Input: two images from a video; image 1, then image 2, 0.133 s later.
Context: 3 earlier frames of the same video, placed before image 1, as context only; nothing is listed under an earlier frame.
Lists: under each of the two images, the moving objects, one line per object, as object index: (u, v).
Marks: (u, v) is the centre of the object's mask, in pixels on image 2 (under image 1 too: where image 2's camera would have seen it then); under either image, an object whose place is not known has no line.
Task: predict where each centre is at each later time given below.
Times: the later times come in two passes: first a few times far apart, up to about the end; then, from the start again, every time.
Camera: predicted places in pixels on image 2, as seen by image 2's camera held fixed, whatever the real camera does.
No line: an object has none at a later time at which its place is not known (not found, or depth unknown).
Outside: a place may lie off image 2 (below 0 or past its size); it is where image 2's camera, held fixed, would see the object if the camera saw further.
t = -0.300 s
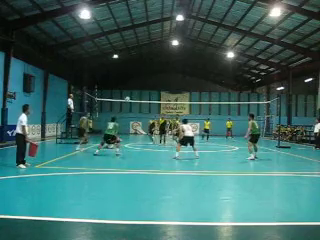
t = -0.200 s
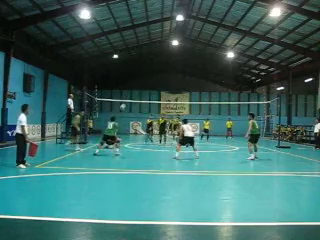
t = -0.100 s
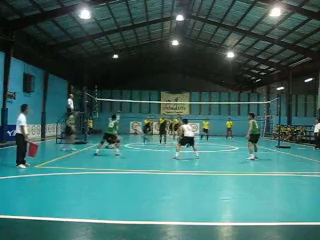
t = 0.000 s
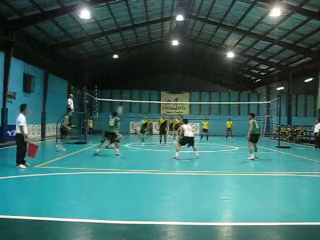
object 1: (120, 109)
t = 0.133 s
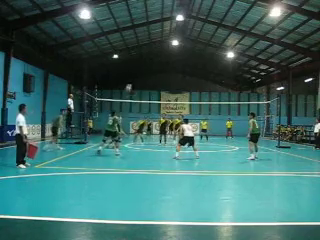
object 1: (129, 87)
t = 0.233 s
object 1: (135, 73)
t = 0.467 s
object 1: (148, 53)
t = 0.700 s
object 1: (159, 47)
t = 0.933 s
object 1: (169, 51)
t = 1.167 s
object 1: (178, 66)
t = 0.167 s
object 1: (131, 82)
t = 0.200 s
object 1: (133, 78)
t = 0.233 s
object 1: (135, 73)
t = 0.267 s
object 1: (136, 70)
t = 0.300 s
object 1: (139, 67)
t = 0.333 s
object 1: (140, 64)
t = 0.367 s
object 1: (142, 60)
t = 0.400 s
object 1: (144, 58)
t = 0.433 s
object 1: (146, 56)
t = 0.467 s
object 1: (148, 53)
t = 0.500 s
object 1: (149, 52)
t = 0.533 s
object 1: (151, 51)
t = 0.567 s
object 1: (153, 49)
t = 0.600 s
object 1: (154, 48)
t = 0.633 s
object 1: (156, 48)
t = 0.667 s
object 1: (157, 47)
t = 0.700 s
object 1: (159, 47)
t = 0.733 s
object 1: (160, 47)
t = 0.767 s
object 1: (162, 47)
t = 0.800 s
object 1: (163, 47)
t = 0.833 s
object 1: (165, 48)
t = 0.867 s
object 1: (166, 49)
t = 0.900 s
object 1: (168, 50)
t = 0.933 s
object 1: (169, 51)
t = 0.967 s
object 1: (170, 52)
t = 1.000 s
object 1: (172, 54)
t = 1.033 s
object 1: (173, 56)
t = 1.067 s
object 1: (174, 58)
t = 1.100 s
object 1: (176, 60)
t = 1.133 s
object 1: (177, 63)
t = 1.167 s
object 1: (178, 66)
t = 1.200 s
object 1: (180, 69)
